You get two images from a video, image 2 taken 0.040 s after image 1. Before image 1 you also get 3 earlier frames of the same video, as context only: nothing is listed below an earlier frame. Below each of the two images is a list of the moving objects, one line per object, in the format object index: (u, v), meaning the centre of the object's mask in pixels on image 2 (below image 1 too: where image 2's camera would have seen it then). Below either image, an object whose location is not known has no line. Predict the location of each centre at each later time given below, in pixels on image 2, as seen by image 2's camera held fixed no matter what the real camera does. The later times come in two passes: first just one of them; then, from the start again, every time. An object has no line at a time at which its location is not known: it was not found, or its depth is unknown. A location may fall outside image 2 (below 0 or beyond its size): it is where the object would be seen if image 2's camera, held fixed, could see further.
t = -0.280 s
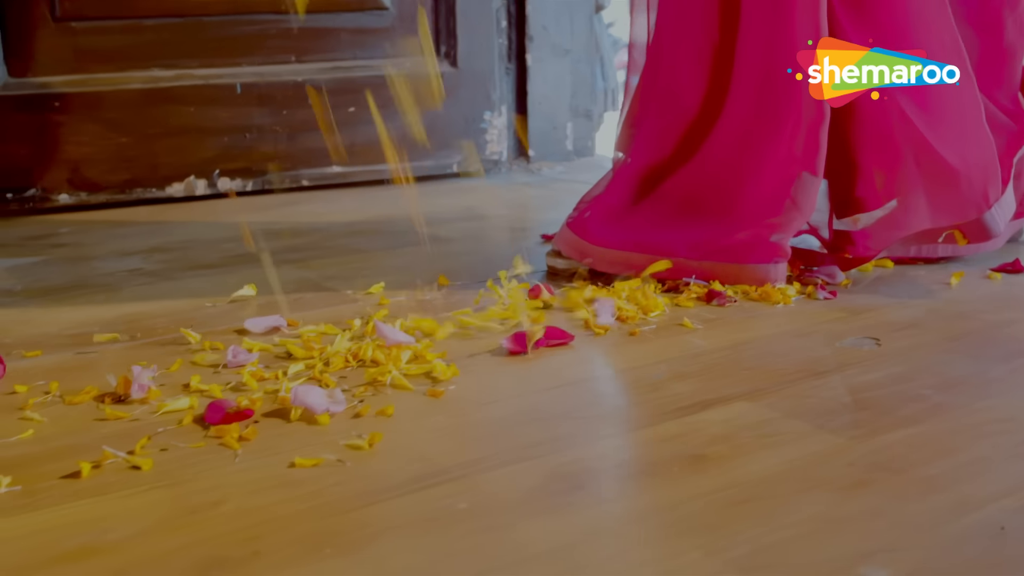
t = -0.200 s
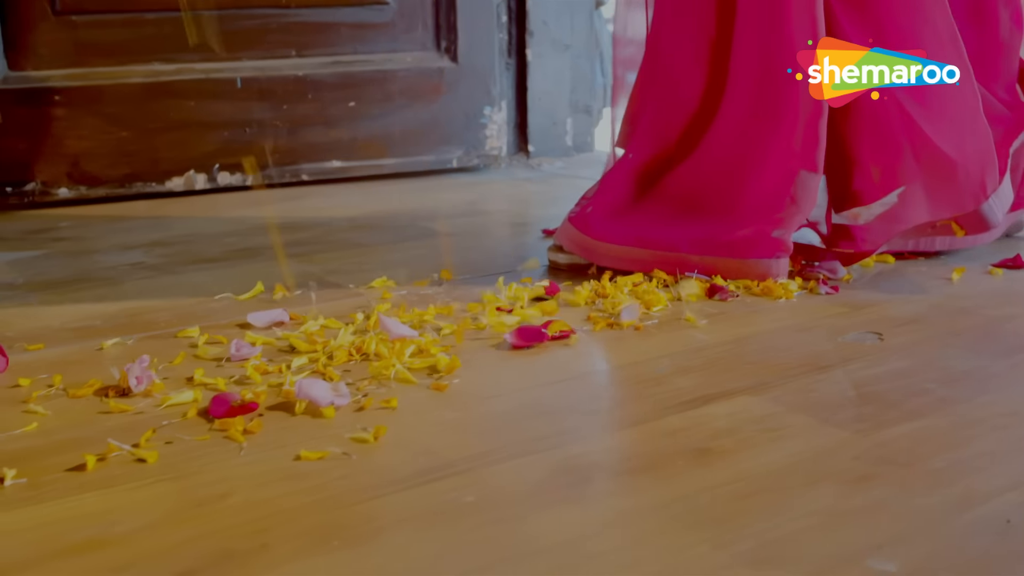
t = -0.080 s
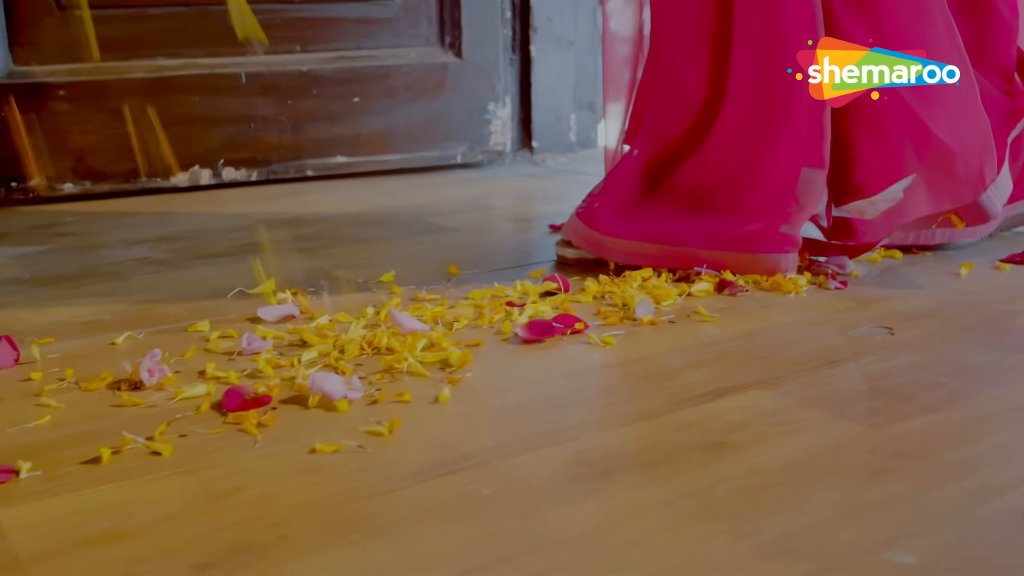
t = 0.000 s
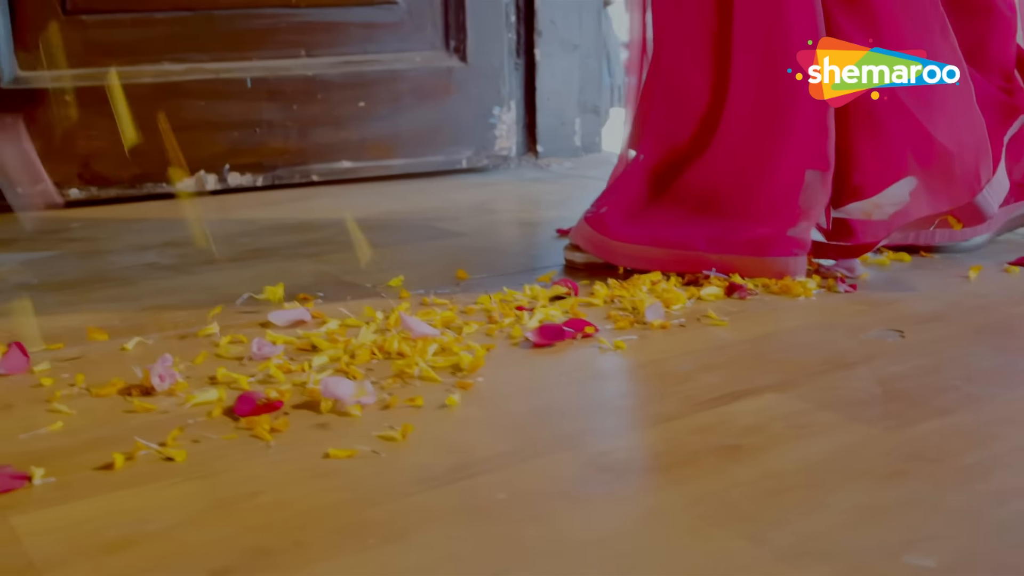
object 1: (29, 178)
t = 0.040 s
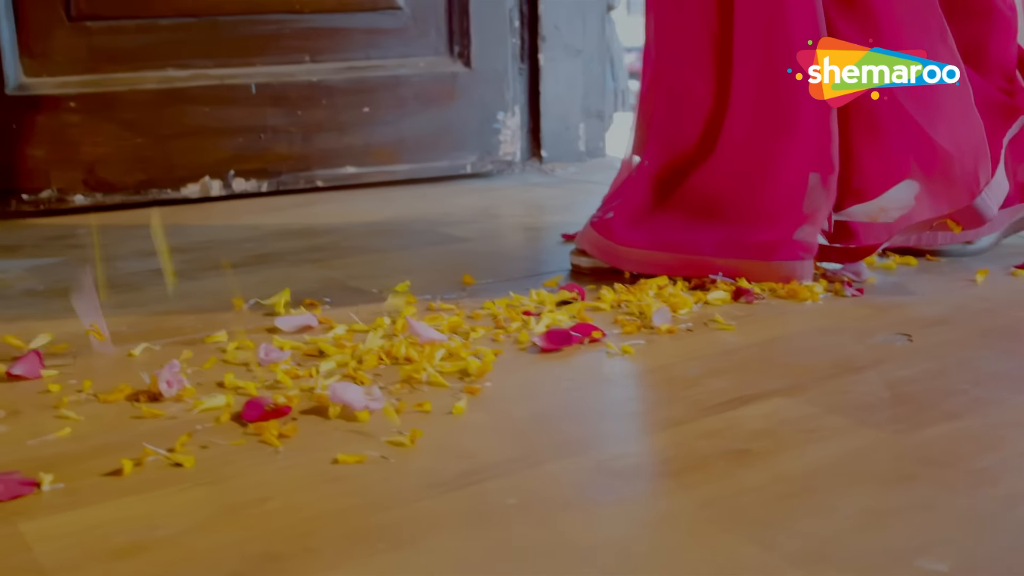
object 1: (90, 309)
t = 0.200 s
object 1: (99, 326)
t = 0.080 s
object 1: (97, 318)
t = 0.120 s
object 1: (97, 302)
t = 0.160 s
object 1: (96, 305)
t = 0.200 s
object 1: (99, 326)
